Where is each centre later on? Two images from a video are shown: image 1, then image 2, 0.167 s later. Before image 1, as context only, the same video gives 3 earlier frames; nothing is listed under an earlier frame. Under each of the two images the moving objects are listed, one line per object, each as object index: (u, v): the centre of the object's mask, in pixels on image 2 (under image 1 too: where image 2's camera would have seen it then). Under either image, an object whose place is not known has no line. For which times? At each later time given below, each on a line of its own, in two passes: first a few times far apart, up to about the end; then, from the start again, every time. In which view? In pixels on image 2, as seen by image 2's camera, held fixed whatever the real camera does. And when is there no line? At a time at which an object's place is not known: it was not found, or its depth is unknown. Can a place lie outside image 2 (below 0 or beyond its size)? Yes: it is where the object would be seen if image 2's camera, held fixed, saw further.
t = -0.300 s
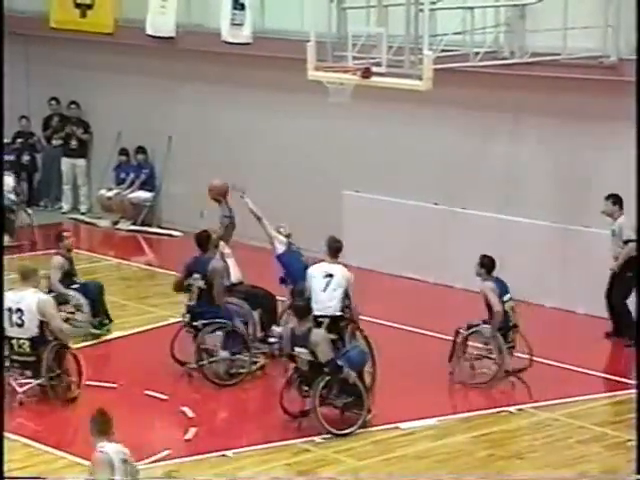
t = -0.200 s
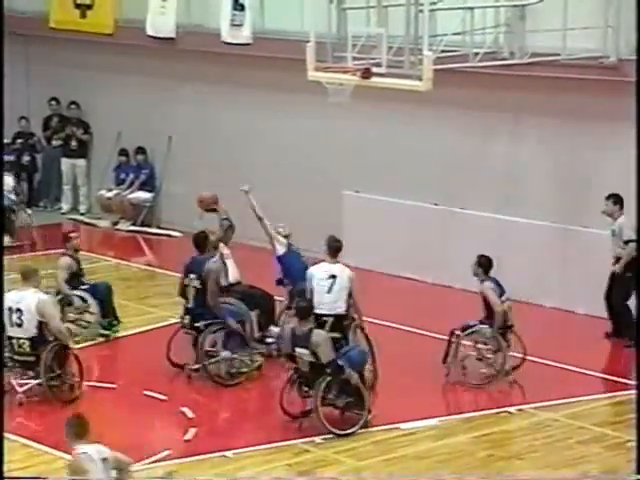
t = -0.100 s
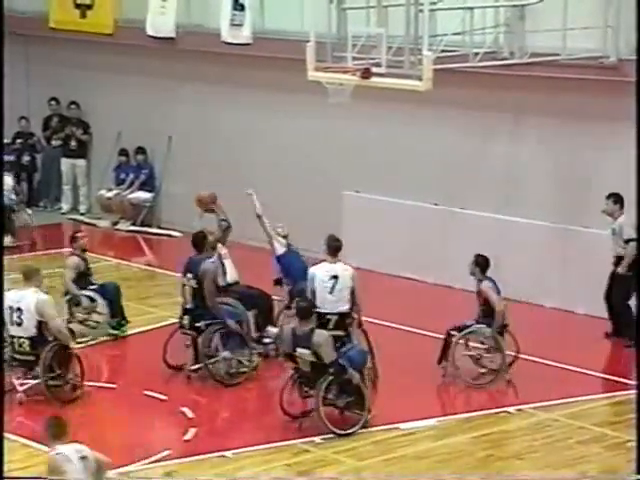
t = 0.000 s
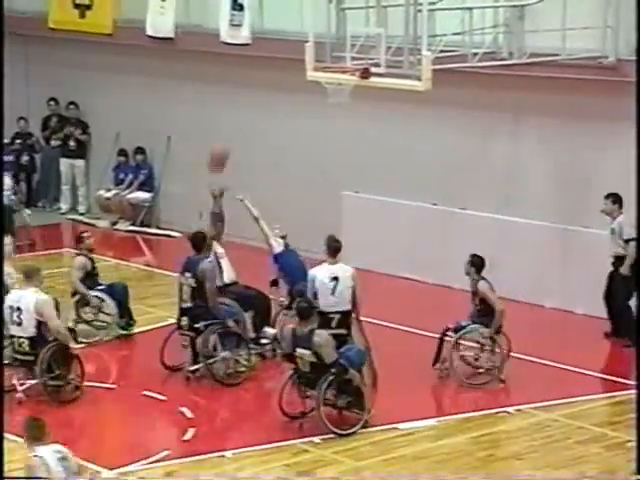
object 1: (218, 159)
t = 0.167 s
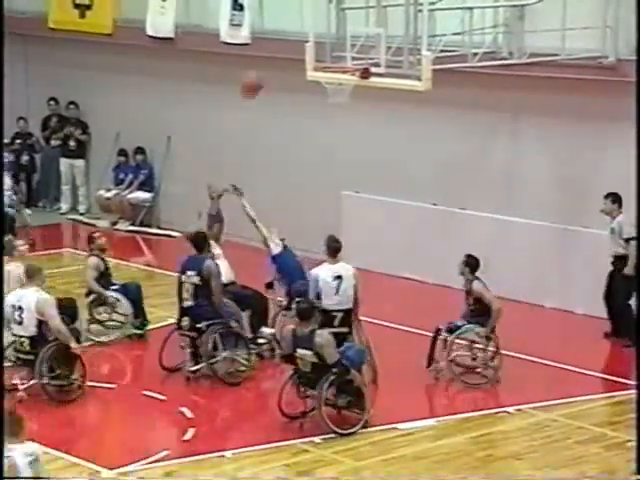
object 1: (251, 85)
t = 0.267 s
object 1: (270, 53)
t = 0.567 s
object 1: (334, 10)
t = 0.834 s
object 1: (330, 56)
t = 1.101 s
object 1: (349, 85)
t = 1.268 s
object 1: (338, 100)
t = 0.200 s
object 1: (259, 72)
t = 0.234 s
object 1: (264, 61)
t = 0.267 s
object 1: (270, 53)
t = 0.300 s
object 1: (280, 44)
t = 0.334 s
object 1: (285, 36)
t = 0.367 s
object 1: (294, 29)
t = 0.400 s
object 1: (300, 23)
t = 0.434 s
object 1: (307, 18)
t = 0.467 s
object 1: (314, 15)
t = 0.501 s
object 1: (321, 13)
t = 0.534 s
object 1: (327, 10)
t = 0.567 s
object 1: (334, 10)
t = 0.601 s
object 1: (335, 11)
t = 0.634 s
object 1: (334, 16)
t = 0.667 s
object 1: (334, 20)
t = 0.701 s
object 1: (333, 25)
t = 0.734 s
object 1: (333, 30)
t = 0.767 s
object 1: (331, 39)
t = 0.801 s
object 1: (331, 45)
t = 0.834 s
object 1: (330, 56)
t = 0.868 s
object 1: (330, 65)
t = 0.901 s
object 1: (331, 74)
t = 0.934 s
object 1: (337, 75)
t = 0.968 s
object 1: (345, 82)
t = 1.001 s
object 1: (349, 85)
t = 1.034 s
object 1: (350, 86)
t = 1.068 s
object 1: (349, 86)
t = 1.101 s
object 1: (349, 85)
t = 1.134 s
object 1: (346, 87)
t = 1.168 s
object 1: (344, 89)
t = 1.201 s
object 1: (342, 94)
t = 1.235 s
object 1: (340, 97)
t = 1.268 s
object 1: (338, 100)
